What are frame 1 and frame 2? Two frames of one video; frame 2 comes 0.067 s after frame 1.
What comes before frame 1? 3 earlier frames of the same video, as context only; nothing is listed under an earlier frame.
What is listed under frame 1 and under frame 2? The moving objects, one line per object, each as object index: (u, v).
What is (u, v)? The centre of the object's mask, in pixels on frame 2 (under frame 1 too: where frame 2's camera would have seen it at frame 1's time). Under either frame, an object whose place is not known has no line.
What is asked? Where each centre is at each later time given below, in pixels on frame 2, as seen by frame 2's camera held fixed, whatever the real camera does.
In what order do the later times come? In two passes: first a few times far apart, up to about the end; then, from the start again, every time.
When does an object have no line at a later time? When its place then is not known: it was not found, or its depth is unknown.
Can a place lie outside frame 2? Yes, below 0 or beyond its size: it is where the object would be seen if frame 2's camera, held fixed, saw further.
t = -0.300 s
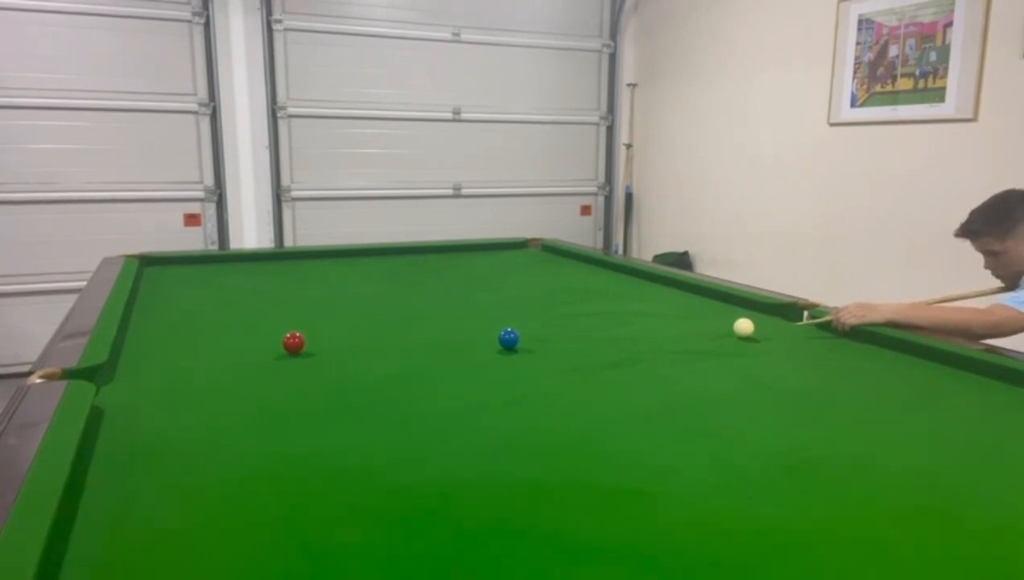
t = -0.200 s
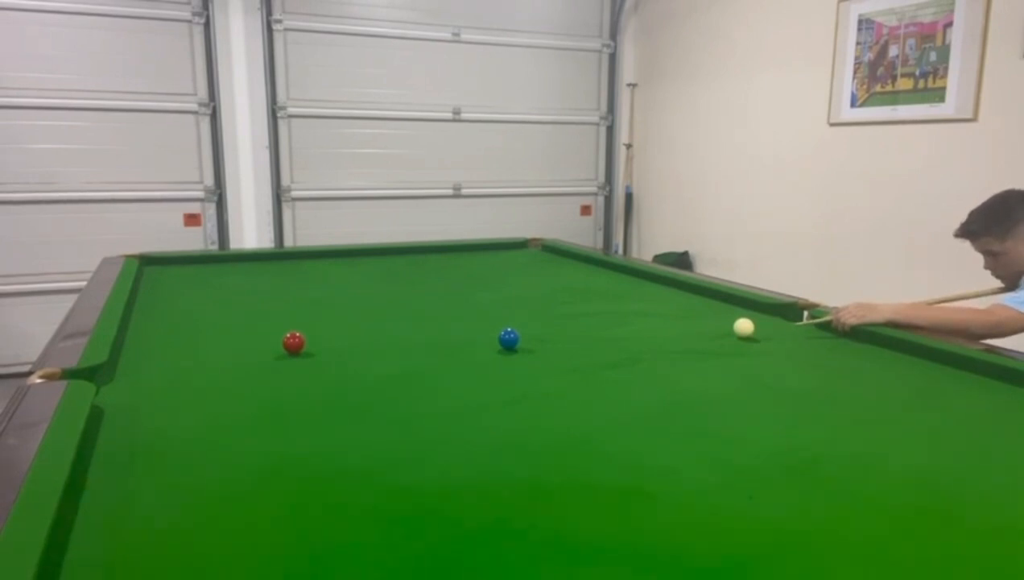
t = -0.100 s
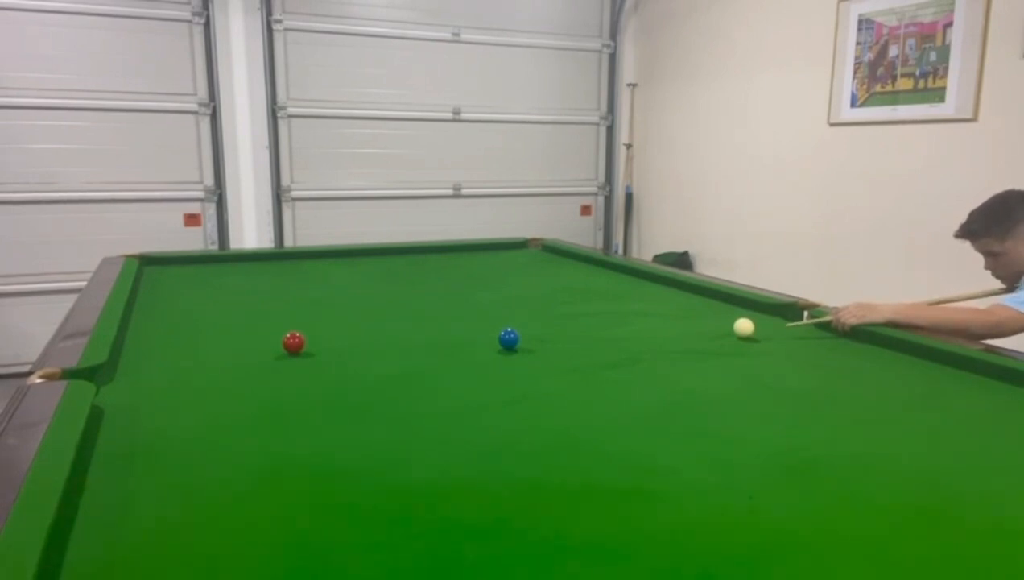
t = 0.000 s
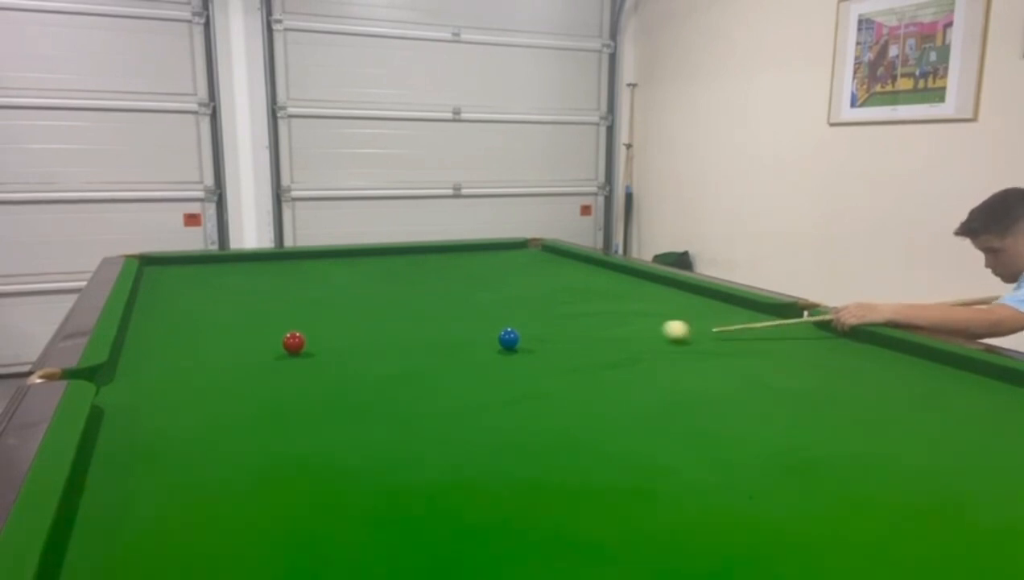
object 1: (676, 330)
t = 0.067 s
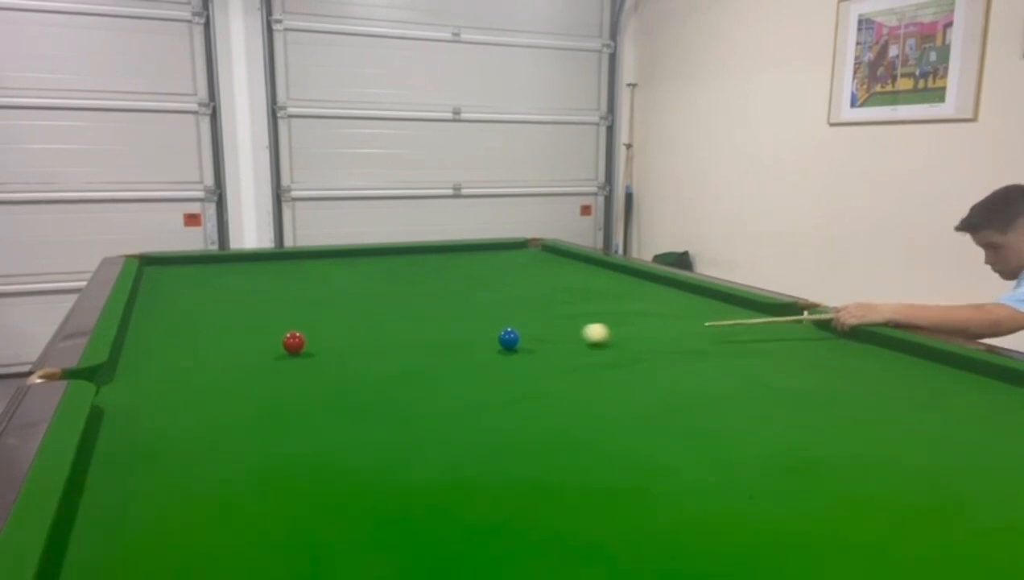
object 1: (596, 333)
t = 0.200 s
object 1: (517, 333)
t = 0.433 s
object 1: (504, 324)
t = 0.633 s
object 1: (495, 317)
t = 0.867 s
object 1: (487, 311)
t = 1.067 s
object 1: (481, 306)
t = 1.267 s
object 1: (475, 301)
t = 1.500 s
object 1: (469, 297)
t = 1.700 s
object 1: (465, 294)
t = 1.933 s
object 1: (460, 290)
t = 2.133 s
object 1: (457, 288)
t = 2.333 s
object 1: (453, 285)
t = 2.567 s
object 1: (450, 283)
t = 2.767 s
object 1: (447, 282)
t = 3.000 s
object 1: (444, 280)
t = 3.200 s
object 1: (442, 279)
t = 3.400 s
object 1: (441, 278)
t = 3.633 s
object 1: (440, 277)
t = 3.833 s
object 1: (439, 277)
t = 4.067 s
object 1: (439, 277)
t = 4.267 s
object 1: (439, 276)
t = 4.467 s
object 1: (439, 276)
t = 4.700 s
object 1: (439, 276)
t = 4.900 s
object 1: (439, 276)
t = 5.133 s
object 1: (439, 276)
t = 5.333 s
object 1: (439, 276)
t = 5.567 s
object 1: (439, 276)
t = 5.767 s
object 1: (439, 276)
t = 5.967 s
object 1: (439, 276)
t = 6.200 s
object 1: (439, 276)
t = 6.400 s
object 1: (439, 276)
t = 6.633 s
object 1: (439, 276)
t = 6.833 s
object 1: (439, 276)
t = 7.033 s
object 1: (439, 276)
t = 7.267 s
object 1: (439, 276)
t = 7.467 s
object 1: (439, 276)
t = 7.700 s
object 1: (439, 277)
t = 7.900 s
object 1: (439, 277)
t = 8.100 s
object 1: (439, 276)
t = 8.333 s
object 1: (439, 276)
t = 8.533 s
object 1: (439, 276)
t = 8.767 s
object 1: (439, 277)
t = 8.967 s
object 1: (439, 276)
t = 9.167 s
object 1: (439, 276)
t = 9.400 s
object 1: (439, 276)
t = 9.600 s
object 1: (439, 276)
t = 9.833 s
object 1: (439, 276)
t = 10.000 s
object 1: (439, 276)
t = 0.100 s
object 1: (556, 335)
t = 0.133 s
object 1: (525, 336)
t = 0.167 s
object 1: (521, 334)
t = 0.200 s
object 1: (517, 333)
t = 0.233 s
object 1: (513, 331)
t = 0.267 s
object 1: (511, 330)
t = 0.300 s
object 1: (509, 329)
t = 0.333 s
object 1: (508, 327)
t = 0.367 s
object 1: (506, 326)
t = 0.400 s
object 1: (505, 325)
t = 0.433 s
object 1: (504, 324)
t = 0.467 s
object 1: (502, 322)
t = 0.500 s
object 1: (501, 321)
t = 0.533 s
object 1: (499, 320)
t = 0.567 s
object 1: (498, 319)
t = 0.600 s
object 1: (497, 318)
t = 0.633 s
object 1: (495, 317)
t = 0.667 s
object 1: (494, 316)
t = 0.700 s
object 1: (493, 315)
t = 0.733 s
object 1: (492, 314)
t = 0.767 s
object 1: (490, 313)
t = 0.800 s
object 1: (489, 312)
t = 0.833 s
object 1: (488, 311)
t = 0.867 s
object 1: (487, 311)
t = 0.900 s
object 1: (486, 310)
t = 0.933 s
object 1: (485, 308)
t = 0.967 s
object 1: (484, 308)
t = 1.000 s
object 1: (483, 307)
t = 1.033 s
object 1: (482, 306)
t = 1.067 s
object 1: (481, 306)
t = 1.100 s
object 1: (480, 305)
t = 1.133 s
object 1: (479, 304)
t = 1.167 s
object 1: (478, 303)
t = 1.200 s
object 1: (477, 302)
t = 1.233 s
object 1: (476, 302)
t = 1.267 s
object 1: (475, 301)
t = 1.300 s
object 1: (474, 301)
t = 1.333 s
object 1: (473, 300)
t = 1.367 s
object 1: (473, 299)
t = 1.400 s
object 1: (472, 299)
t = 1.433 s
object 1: (471, 298)
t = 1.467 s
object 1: (470, 298)
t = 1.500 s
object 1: (469, 297)
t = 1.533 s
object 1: (469, 296)
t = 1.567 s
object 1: (468, 296)
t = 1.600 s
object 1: (467, 295)
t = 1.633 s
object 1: (467, 295)
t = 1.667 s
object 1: (466, 294)
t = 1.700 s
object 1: (465, 294)
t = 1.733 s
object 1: (464, 293)
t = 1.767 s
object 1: (464, 293)
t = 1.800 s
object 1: (463, 292)
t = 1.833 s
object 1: (462, 292)
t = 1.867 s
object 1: (462, 291)
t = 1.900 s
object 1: (461, 291)
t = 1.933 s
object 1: (460, 290)
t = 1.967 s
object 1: (460, 290)
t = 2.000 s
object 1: (459, 289)
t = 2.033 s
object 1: (458, 289)
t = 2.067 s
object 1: (458, 289)
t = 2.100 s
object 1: (457, 288)
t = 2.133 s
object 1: (457, 288)
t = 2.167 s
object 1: (456, 287)
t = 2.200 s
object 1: (455, 287)
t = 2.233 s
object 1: (455, 287)
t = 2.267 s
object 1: (454, 286)
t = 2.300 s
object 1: (454, 286)
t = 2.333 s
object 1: (453, 285)
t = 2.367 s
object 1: (453, 285)
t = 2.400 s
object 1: (452, 285)
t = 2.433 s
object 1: (452, 284)
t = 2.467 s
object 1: (451, 284)
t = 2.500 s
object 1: (451, 284)
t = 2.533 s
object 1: (450, 284)
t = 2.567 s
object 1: (450, 283)
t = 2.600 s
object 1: (449, 283)
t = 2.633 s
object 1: (449, 283)
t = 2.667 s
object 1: (448, 282)
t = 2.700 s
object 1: (448, 282)
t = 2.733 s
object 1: (448, 282)
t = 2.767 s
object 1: (447, 282)
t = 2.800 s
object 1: (447, 281)
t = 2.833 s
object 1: (446, 281)
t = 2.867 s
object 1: (446, 281)
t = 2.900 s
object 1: (445, 280)
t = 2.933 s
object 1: (445, 280)
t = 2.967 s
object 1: (445, 280)
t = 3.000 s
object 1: (444, 280)
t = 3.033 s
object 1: (444, 280)
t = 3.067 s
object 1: (443, 279)
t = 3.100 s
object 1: (443, 279)
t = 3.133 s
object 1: (443, 279)
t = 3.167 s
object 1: (443, 279)
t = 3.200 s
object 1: (442, 279)
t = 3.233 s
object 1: (442, 278)
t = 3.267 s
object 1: (442, 278)
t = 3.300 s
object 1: (441, 278)
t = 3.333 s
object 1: (441, 278)
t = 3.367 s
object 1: (441, 278)
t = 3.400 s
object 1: (441, 278)
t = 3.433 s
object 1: (440, 278)
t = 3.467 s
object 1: (440, 278)
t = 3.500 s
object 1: (440, 278)
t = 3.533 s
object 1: (440, 277)
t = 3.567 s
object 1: (440, 277)
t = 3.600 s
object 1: (440, 277)
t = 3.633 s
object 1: (440, 277)
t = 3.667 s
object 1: (440, 277)
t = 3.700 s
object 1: (440, 277)
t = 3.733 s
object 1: (439, 277)
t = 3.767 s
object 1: (440, 277)
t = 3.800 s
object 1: (440, 277)
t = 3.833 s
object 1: (439, 277)
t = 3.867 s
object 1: (439, 277)
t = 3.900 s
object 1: (439, 277)
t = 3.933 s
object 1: (439, 277)
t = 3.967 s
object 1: (439, 277)
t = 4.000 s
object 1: (439, 277)
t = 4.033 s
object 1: (439, 277)
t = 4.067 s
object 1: (439, 277)
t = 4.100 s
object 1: (439, 276)
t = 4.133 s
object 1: (439, 276)
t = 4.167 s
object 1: (439, 276)
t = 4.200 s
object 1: (439, 276)
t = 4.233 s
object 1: (439, 276)
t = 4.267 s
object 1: (439, 276)
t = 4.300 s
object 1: (439, 276)
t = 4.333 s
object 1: (439, 277)
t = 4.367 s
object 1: (439, 276)
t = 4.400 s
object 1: (439, 277)
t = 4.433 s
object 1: (439, 276)
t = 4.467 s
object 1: (439, 276)
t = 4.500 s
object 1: (439, 276)
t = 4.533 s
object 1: (439, 276)
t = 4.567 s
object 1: (439, 276)
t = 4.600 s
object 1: (439, 276)
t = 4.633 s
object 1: (439, 276)
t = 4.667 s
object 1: (439, 276)
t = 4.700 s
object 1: (439, 276)
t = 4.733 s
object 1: (439, 276)
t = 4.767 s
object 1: (439, 276)
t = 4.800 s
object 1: (439, 276)
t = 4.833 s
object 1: (439, 276)
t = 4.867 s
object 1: (439, 276)
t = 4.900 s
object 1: (439, 276)
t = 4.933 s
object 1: (439, 276)
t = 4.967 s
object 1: (439, 276)
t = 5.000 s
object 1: (439, 276)
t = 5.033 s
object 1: (439, 276)
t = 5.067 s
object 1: (439, 276)
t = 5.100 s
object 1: (439, 276)
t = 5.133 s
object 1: (439, 276)
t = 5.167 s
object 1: (439, 276)
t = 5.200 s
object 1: (439, 276)
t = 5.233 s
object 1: (439, 276)
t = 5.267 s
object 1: (439, 276)
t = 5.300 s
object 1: (439, 276)
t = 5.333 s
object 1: (439, 276)
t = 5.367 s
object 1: (439, 276)
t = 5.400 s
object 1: (439, 276)
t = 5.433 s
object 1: (439, 276)
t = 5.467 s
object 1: (439, 276)
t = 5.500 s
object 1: (439, 276)
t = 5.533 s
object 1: (439, 276)
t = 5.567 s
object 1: (439, 276)
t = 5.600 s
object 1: (439, 276)
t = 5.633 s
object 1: (439, 276)
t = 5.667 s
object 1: (439, 276)
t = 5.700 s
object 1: (439, 276)
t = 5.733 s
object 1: (439, 276)
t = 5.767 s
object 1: (439, 276)
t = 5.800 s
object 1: (439, 276)
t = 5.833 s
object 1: (439, 276)
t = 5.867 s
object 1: (439, 276)
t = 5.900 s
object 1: (439, 276)
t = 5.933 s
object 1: (439, 276)
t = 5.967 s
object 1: (439, 276)
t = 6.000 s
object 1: (439, 276)
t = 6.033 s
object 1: (439, 276)
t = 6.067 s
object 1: (439, 276)
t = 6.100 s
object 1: (439, 276)
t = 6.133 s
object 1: (439, 276)
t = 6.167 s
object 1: (439, 276)
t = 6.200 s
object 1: (439, 276)
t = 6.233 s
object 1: (439, 276)
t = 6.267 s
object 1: (439, 276)
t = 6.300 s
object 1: (439, 276)
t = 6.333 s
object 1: (439, 276)
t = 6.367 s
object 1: (439, 276)
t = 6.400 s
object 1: (439, 276)
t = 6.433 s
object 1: (439, 276)
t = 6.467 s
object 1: (439, 276)
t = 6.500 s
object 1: (439, 276)
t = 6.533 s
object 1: (439, 276)
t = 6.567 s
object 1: (439, 276)
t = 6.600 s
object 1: (439, 276)
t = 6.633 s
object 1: (439, 276)
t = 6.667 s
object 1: (439, 276)
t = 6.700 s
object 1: (439, 276)
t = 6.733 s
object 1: (439, 276)
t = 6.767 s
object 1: (439, 276)
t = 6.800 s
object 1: (439, 276)
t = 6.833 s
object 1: (439, 276)
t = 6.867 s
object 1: (439, 276)
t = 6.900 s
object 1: (439, 276)
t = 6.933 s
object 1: (439, 276)
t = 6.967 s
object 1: (439, 276)
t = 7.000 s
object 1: (439, 276)
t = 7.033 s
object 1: (439, 276)
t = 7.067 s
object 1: (439, 276)
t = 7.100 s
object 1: (439, 276)
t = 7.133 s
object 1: (439, 276)
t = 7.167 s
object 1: (439, 276)
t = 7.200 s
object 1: (439, 276)
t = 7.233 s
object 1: (439, 276)
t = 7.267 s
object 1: (439, 276)
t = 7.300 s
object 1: (439, 276)
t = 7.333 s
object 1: (439, 276)
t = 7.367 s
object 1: (439, 276)
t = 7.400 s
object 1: (439, 276)
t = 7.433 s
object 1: (439, 276)
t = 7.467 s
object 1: (439, 276)
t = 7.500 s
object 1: (439, 276)
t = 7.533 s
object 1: (439, 276)
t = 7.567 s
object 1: (439, 276)
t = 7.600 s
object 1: (439, 276)
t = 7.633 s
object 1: (439, 276)
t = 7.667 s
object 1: (439, 276)
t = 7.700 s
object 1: (439, 277)
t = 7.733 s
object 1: (439, 277)
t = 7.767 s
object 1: (439, 276)
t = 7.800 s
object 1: (439, 276)
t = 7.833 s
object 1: (439, 277)
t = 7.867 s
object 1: (439, 277)
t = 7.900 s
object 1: (439, 277)
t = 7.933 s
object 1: (439, 277)
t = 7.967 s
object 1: (439, 276)
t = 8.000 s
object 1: (439, 276)
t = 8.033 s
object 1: (439, 276)
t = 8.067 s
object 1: (439, 276)
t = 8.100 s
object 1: (439, 276)
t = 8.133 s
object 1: (439, 276)
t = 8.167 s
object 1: (439, 276)
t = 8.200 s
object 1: (439, 276)
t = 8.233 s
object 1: (439, 276)
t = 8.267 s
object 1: (439, 276)
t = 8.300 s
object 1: (439, 276)
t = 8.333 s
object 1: (439, 276)
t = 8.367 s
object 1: (439, 276)
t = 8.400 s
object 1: (439, 276)
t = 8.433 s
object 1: (439, 276)
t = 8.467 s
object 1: (439, 276)
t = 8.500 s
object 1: (439, 276)
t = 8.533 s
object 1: (439, 276)
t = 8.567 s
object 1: (439, 276)
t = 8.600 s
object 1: (439, 276)
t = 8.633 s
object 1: (439, 276)
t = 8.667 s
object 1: (439, 277)
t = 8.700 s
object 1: (439, 276)
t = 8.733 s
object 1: (439, 277)
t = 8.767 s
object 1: (439, 277)
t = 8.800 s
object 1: (439, 276)
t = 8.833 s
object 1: (439, 276)
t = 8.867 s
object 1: (439, 276)
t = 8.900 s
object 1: (439, 276)
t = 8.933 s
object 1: (439, 276)
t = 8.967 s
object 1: (439, 276)
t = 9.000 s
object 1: (439, 276)
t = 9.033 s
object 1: (439, 276)
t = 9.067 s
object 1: (439, 276)
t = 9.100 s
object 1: (439, 276)
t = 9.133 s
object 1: (439, 276)
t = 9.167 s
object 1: (439, 276)
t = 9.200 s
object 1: (439, 276)
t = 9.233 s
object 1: (439, 276)
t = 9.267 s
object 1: (439, 276)
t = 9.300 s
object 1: (439, 276)
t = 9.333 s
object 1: (439, 276)
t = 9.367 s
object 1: (439, 276)
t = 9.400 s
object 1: (439, 276)
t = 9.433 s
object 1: (439, 276)
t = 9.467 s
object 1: (439, 276)
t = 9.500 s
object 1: (439, 276)
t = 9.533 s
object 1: (439, 276)
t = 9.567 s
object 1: (439, 276)
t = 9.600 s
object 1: (439, 276)
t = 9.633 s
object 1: (439, 276)
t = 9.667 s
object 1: (439, 276)
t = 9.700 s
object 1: (439, 276)
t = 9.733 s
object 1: (439, 276)
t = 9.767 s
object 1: (439, 276)
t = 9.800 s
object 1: (439, 276)
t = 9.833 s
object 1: (439, 276)
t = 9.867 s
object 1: (439, 276)
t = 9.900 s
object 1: (439, 276)
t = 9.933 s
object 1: (439, 276)
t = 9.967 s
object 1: (439, 276)
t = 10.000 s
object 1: (439, 276)
